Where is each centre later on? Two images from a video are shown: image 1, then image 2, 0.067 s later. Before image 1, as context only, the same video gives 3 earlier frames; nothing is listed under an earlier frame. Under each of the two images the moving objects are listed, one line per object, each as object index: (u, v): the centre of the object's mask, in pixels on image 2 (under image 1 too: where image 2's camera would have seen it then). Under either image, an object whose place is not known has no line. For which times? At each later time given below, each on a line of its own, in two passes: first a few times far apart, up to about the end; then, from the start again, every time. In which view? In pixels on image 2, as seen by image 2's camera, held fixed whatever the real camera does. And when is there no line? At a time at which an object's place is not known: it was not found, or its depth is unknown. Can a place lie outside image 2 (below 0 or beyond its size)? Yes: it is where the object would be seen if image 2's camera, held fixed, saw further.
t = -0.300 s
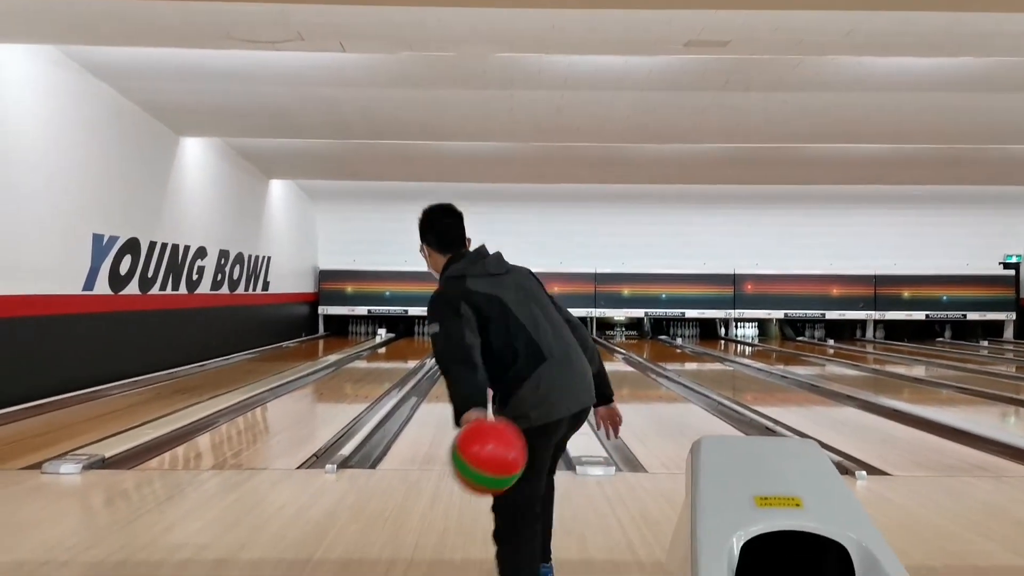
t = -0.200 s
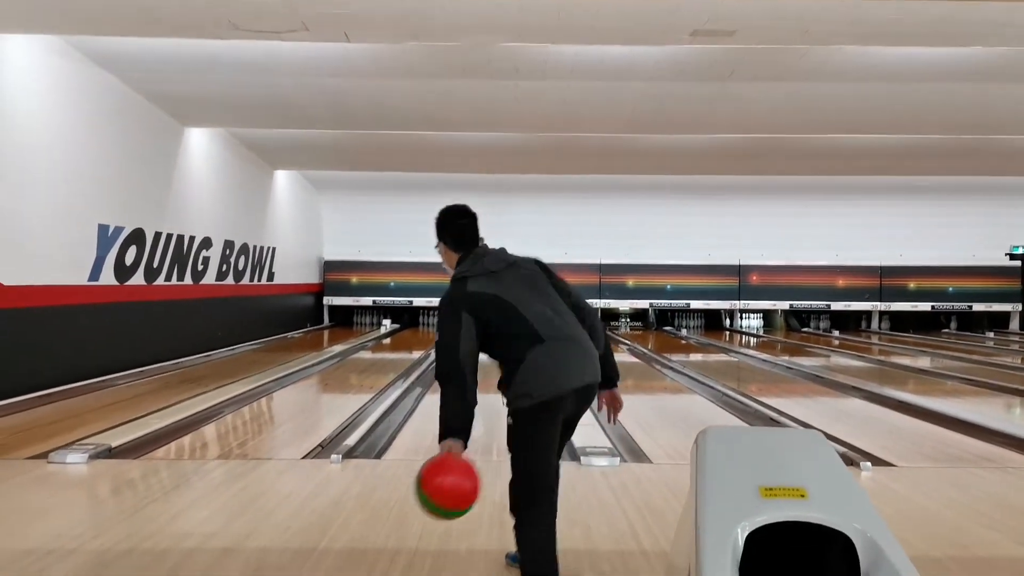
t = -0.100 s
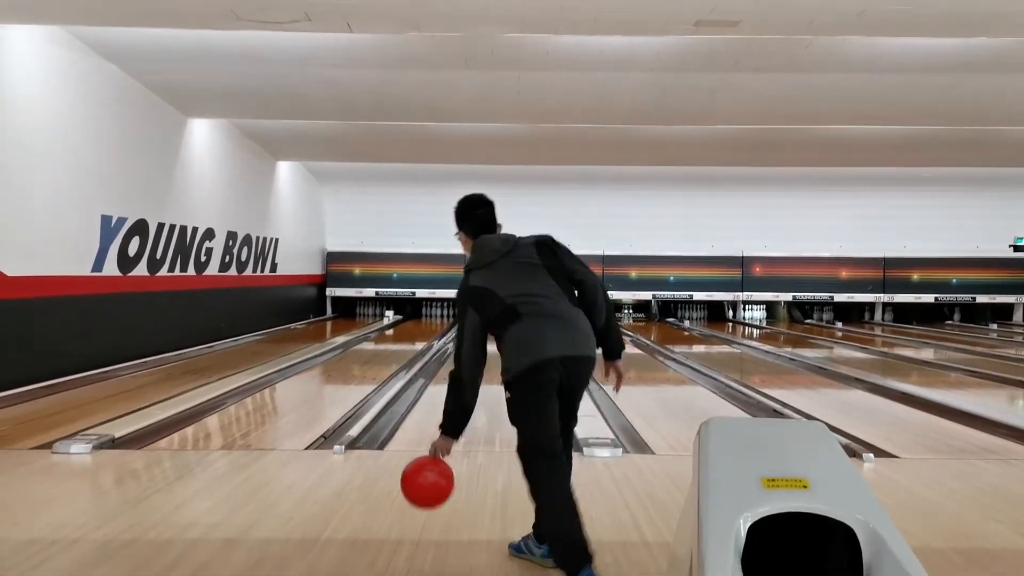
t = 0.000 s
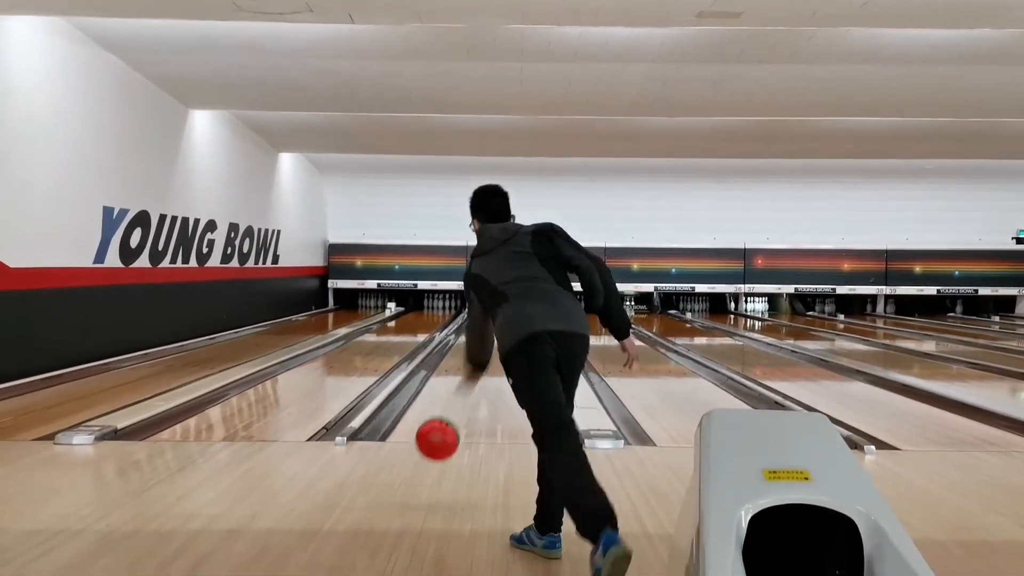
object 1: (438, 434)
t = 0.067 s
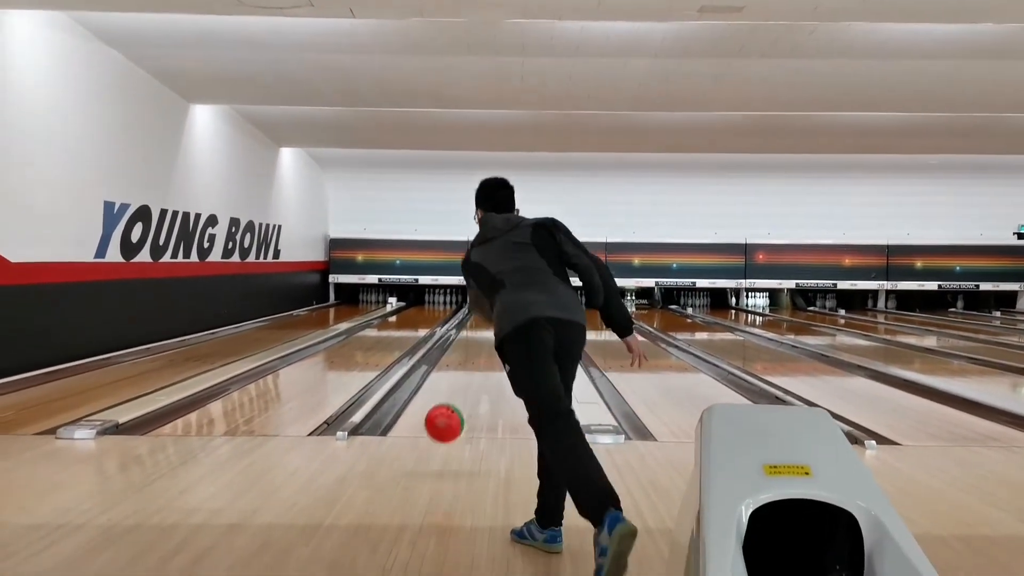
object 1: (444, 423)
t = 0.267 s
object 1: (457, 406)
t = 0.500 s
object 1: (466, 378)
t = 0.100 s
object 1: (447, 421)
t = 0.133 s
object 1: (449, 422)
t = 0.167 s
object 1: (451, 424)
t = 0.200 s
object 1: (453, 422)
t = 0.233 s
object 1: (455, 413)
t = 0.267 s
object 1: (457, 406)
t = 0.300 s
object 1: (458, 401)
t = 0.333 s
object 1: (460, 398)
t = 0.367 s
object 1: (462, 394)
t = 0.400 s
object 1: (463, 389)
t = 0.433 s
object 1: (464, 386)
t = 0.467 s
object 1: (465, 382)
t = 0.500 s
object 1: (466, 378)
